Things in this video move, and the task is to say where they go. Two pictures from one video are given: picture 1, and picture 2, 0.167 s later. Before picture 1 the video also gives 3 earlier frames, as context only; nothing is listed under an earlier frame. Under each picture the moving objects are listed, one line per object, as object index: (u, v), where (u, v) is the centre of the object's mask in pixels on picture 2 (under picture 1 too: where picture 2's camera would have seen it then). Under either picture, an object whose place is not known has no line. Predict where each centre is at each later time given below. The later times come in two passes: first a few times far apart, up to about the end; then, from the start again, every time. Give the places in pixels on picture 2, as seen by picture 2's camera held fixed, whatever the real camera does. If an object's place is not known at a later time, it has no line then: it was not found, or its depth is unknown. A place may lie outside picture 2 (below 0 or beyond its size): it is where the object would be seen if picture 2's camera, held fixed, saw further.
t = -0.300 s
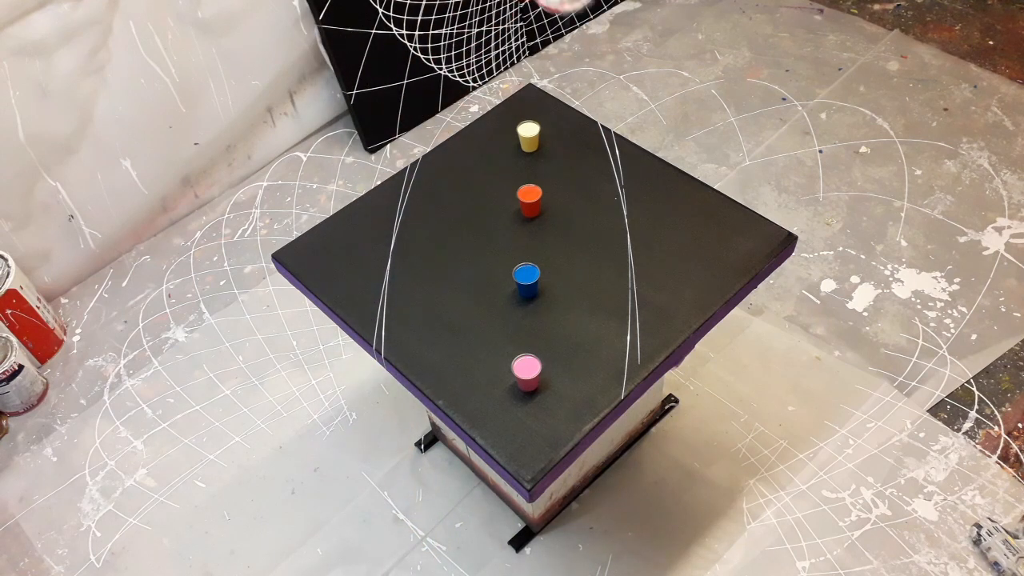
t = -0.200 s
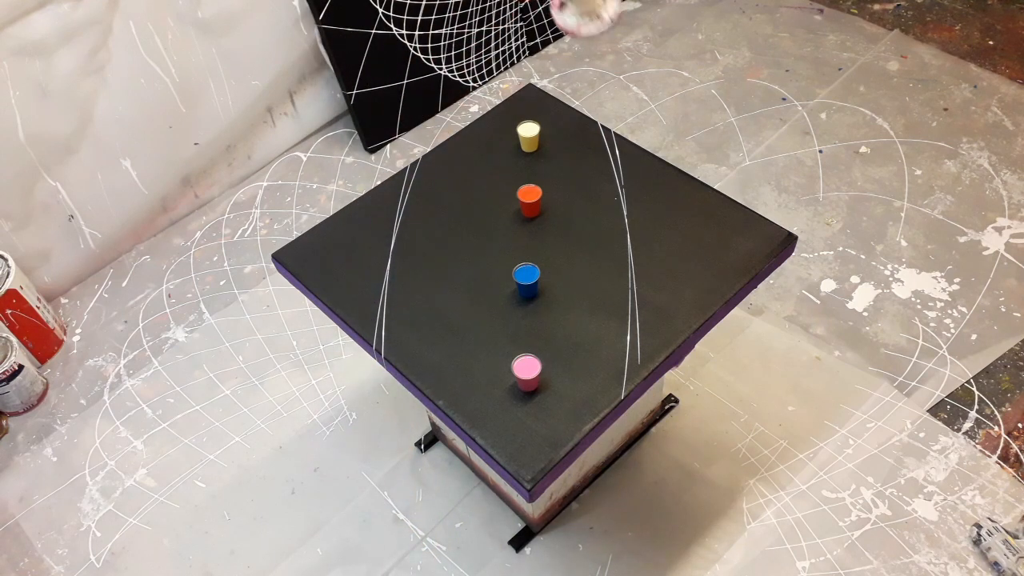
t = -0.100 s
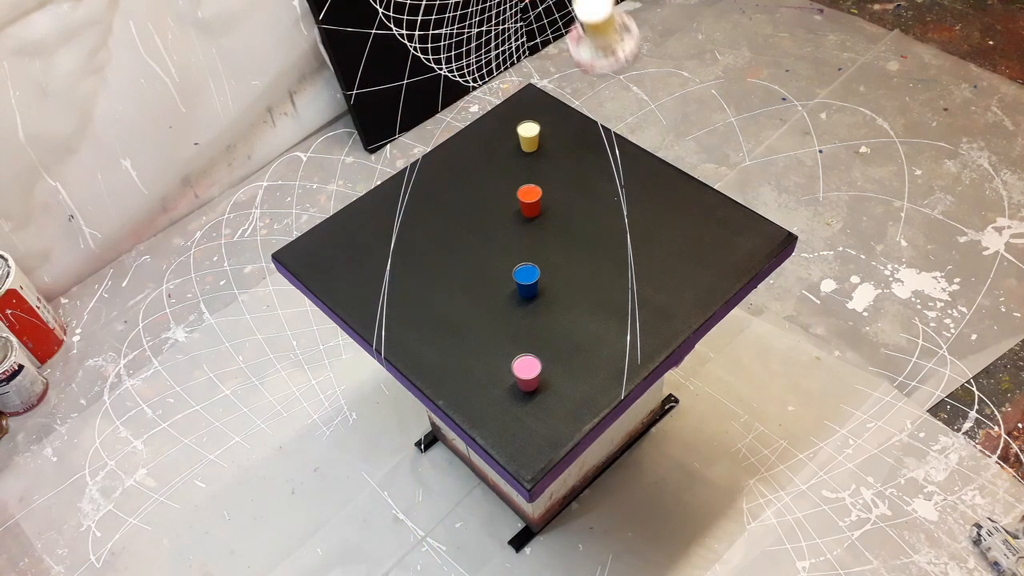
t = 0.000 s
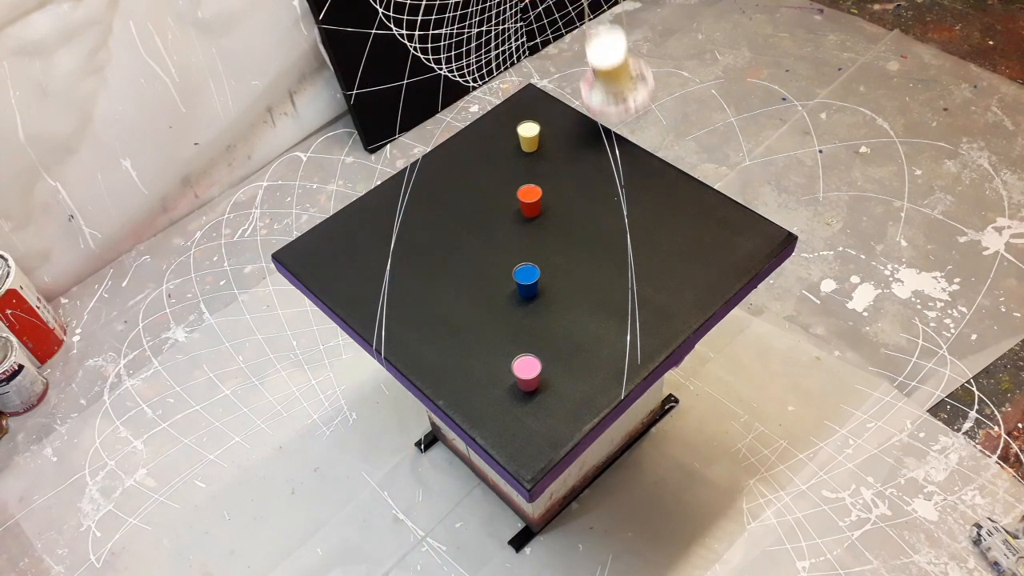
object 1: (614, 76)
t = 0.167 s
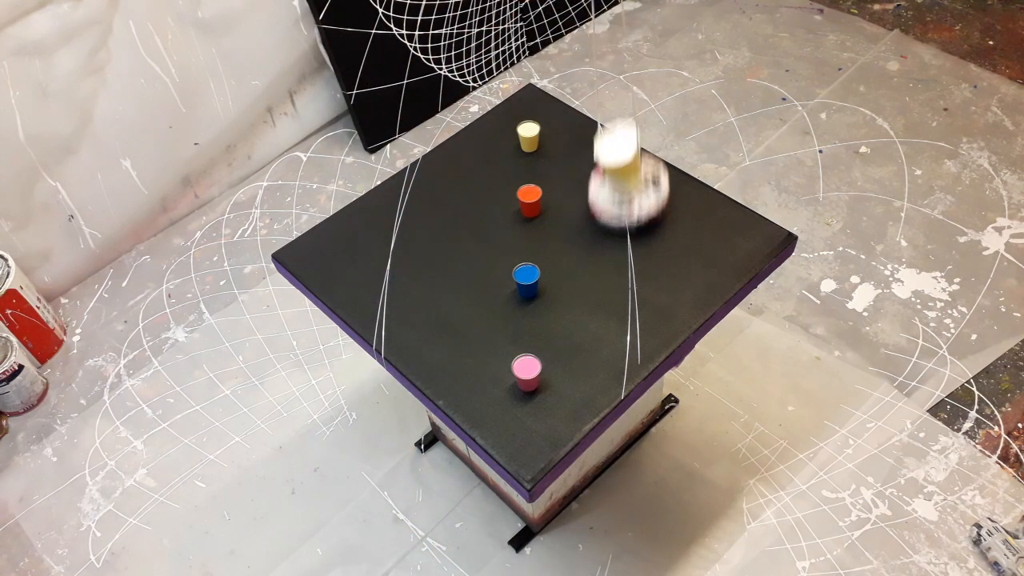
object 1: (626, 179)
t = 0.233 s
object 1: (625, 223)
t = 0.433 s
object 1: (598, 368)
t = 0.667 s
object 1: (517, 517)
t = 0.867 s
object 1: (420, 540)
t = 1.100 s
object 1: (348, 519)
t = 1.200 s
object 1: (339, 470)
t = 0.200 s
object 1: (625, 201)
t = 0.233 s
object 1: (625, 223)
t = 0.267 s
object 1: (623, 246)
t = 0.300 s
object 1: (620, 271)
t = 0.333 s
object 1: (616, 295)
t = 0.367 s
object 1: (611, 319)
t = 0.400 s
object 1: (606, 344)
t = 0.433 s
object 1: (598, 368)
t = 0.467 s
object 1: (590, 393)
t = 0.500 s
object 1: (580, 417)
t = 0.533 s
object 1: (570, 441)
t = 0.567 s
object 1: (558, 463)
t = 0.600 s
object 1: (545, 486)
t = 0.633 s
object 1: (531, 505)
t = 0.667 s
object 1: (517, 517)
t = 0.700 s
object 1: (502, 524)
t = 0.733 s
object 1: (485, 530)
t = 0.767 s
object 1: (469, 534)
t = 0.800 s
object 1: (451, 537)
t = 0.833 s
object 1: (435, 539)
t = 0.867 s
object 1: (420, 540)
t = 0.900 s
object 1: (405, 540)
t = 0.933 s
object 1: (391, 540)
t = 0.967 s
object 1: (381, 538)
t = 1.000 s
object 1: (371, 535)
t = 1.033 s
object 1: (362, 531)
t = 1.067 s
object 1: (354, 526)
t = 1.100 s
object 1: (348, 519)
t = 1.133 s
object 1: (343, 508)
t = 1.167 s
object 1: (340, 490)
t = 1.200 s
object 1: (339, 470)
